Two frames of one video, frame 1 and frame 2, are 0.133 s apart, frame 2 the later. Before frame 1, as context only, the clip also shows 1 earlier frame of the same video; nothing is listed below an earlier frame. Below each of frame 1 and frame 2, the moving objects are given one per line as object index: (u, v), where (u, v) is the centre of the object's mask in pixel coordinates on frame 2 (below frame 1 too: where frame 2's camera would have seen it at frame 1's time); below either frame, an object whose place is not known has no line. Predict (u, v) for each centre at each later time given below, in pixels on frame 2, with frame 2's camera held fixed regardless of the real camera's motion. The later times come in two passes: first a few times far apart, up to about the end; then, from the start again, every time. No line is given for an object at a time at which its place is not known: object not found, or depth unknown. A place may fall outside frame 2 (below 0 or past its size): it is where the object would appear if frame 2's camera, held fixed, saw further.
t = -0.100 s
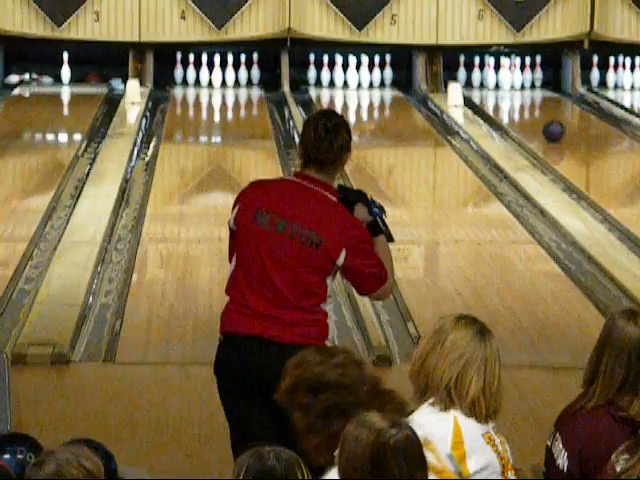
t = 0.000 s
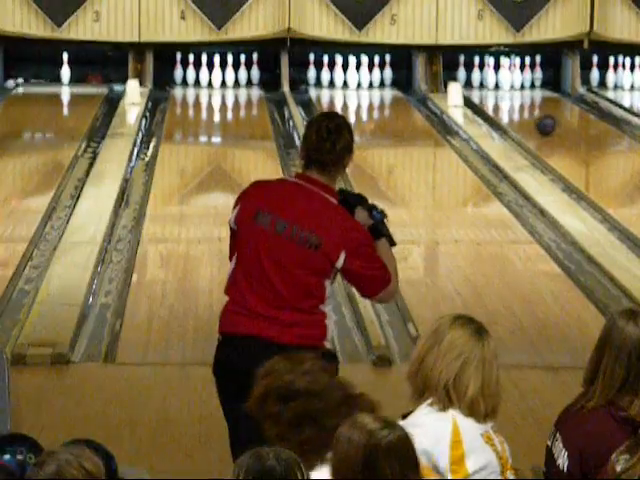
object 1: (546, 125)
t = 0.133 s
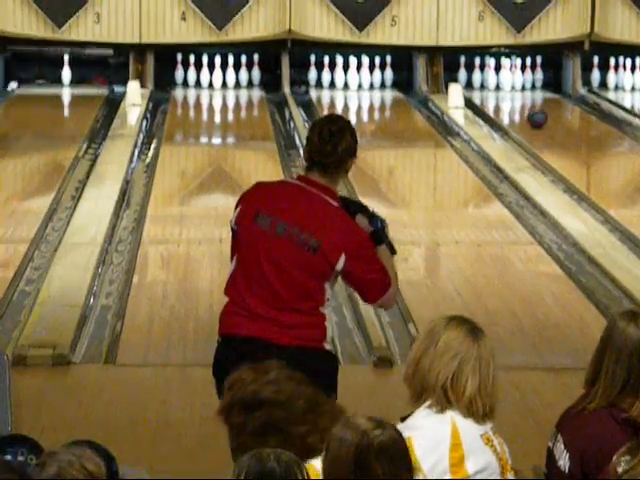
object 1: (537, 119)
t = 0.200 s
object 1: (533, 115)
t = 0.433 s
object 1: (519, 103)
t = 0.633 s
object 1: (510, 94)
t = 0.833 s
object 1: (504, 87)
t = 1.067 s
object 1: (493, 81)
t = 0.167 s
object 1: (535, 116)
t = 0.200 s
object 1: (533, 115)
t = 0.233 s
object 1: (530, 112)
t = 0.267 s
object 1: (528, 110)
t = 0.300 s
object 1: (527, 109)
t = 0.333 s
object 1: (525, 107)
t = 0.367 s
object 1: (523, 106)
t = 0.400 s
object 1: (522, 104)
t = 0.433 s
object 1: (519, 103)
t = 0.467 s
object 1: (518, 101)
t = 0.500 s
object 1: (516, 100)
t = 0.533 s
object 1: (514, 98)
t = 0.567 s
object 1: (513, 97)
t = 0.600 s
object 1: (512, 96)
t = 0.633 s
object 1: (510, 94)
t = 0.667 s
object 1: (509, 93)
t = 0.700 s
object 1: (507, 92)
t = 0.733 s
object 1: (506, 90)
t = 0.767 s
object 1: (505, 89)
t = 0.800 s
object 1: (505, 88)
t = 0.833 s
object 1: (504, 87)
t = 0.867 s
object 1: (503, 86)
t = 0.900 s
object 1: (502, 86)
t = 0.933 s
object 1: (501, 83)
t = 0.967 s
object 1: (499, 83)
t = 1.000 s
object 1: (497, 82)
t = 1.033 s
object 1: (494, 82)
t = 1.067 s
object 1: (493, 81)
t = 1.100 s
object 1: (492, 81)
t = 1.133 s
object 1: (491, 81)
